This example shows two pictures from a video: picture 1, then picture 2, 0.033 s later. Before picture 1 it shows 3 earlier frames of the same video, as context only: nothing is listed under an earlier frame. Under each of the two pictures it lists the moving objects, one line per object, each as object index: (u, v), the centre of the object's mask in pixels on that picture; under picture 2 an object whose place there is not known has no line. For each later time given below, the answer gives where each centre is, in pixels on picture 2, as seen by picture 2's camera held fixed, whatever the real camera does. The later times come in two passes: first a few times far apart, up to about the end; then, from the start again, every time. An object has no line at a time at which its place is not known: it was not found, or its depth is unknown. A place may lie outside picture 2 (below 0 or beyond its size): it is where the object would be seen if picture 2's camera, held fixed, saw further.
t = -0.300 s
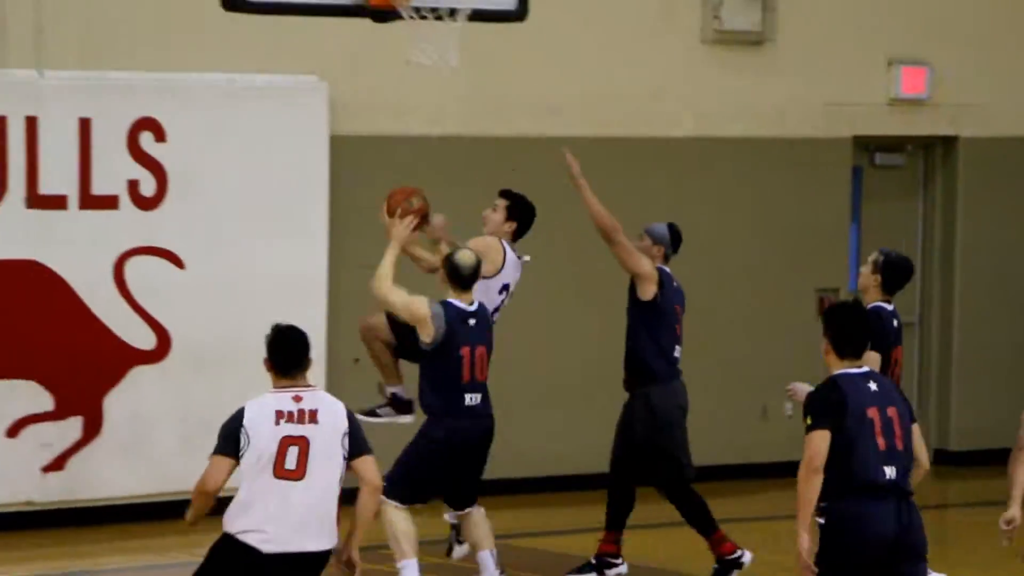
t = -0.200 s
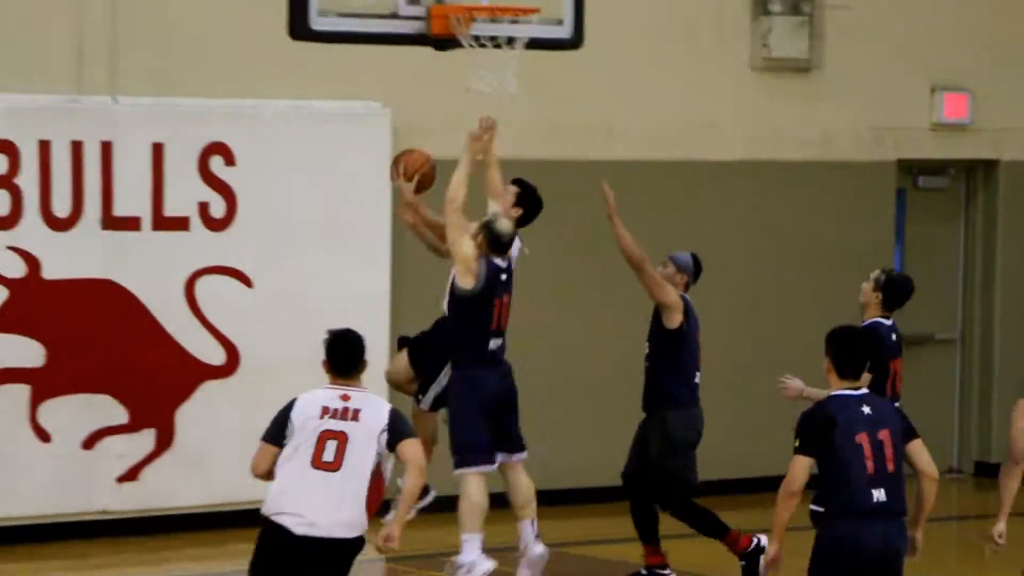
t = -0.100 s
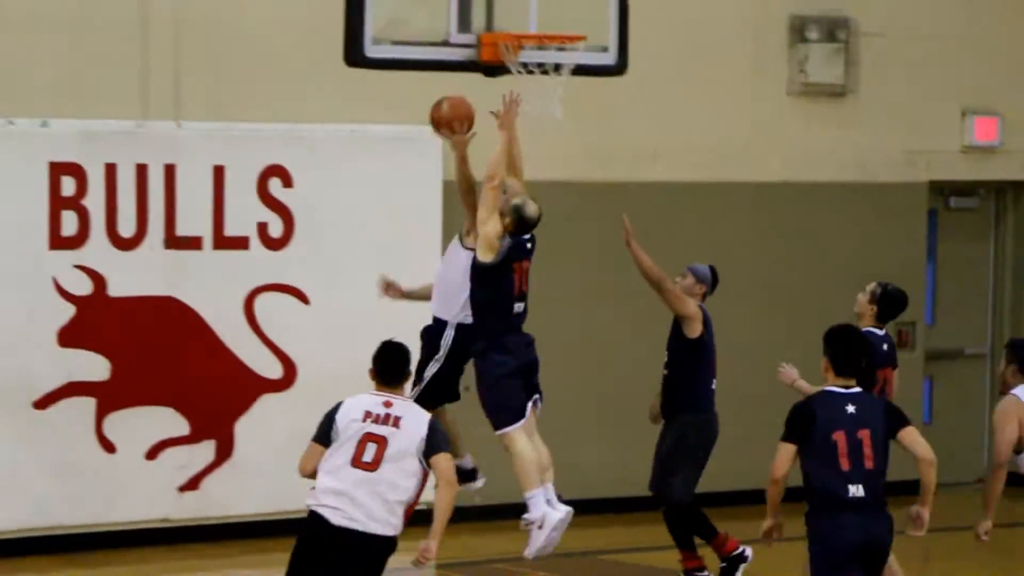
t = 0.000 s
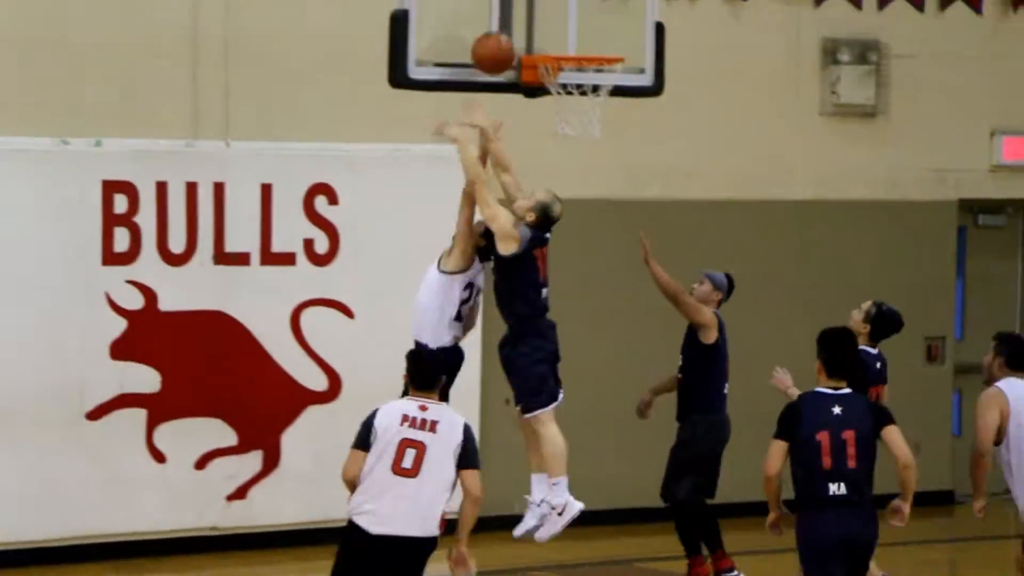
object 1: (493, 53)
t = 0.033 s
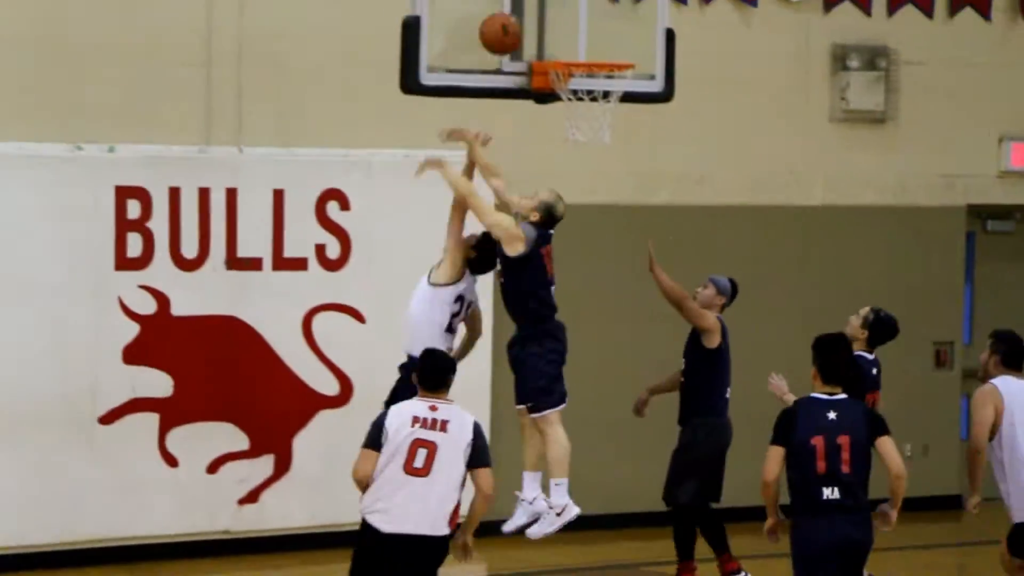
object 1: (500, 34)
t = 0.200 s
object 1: (531, 9)
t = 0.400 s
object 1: (569, 35)
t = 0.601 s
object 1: (583, 45)
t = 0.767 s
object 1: (592, 114)
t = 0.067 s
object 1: (501, 18)
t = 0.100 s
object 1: (509, 12)
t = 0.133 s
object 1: (516, 10)
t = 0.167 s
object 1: (524, 9)
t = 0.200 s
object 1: (531, 9)
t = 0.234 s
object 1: (539, 12)
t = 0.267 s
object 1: (546, 17)
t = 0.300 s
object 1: (553, 24)
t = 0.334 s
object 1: (561, 33)
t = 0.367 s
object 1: (566, 40)
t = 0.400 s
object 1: (569, 35)
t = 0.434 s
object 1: (571, 33)
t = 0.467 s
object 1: (573, 32)
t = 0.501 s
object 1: (576, 34)
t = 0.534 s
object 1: (578, 37)
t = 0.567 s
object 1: (581, 41)
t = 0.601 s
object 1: (583, 45)
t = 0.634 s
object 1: (585, 57)
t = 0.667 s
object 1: (587, 71)
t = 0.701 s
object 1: (587, 84)
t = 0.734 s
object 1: (591, 98)
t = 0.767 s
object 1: (592, 114)
